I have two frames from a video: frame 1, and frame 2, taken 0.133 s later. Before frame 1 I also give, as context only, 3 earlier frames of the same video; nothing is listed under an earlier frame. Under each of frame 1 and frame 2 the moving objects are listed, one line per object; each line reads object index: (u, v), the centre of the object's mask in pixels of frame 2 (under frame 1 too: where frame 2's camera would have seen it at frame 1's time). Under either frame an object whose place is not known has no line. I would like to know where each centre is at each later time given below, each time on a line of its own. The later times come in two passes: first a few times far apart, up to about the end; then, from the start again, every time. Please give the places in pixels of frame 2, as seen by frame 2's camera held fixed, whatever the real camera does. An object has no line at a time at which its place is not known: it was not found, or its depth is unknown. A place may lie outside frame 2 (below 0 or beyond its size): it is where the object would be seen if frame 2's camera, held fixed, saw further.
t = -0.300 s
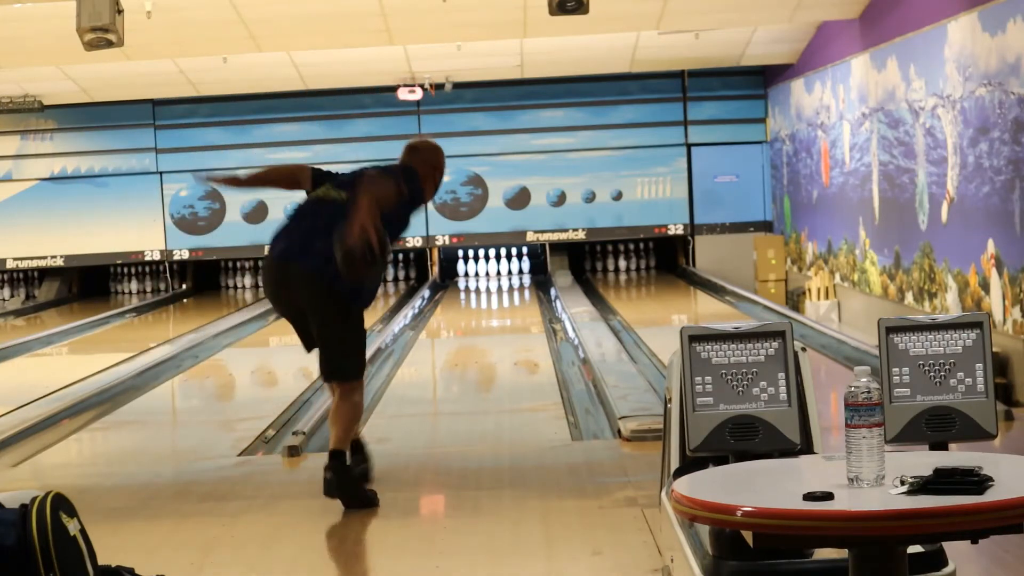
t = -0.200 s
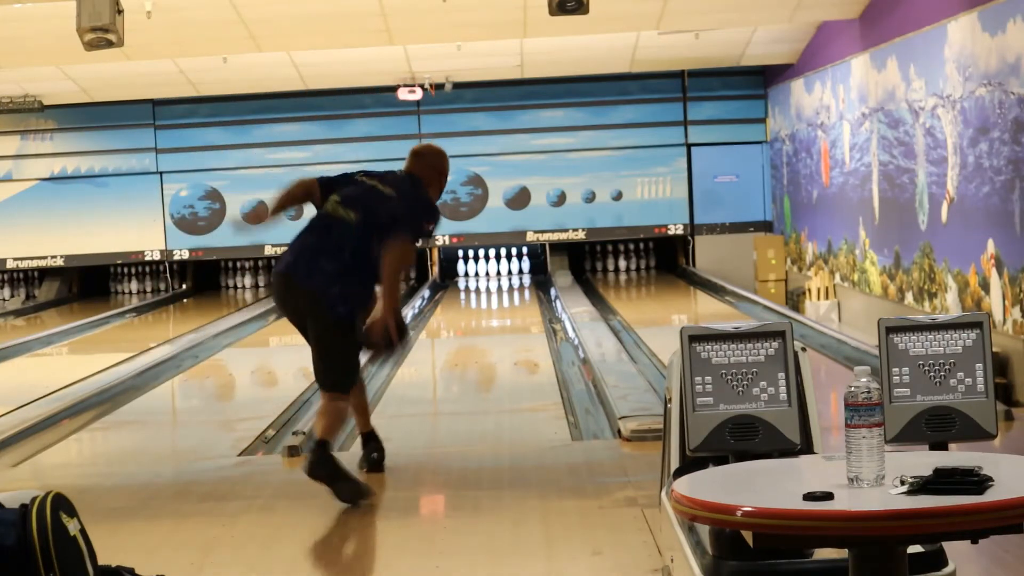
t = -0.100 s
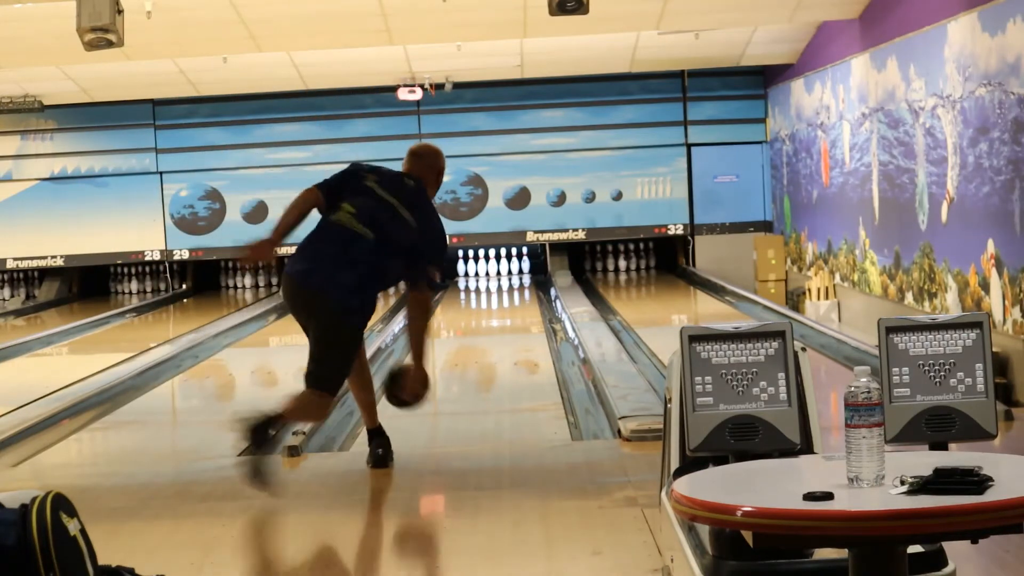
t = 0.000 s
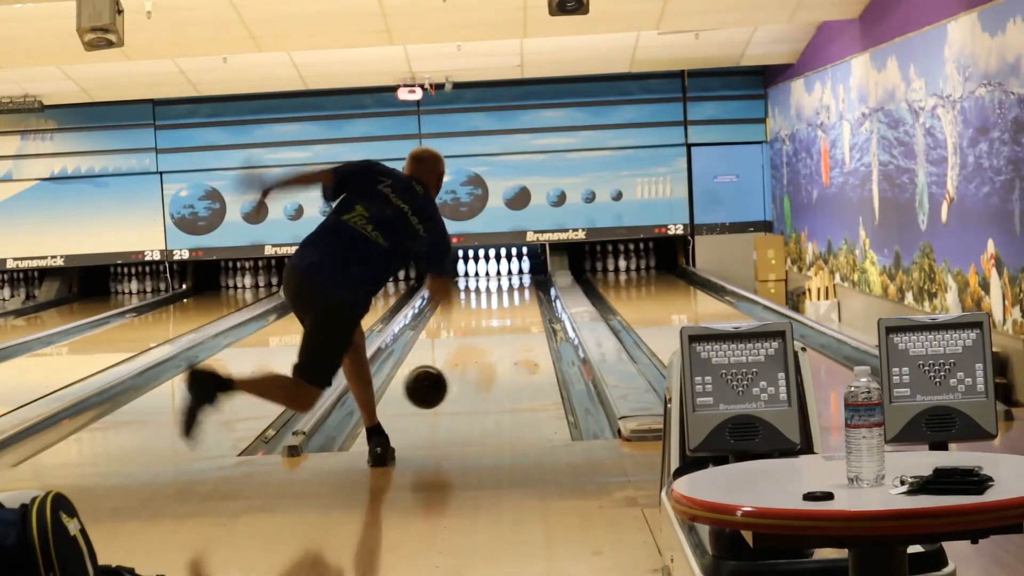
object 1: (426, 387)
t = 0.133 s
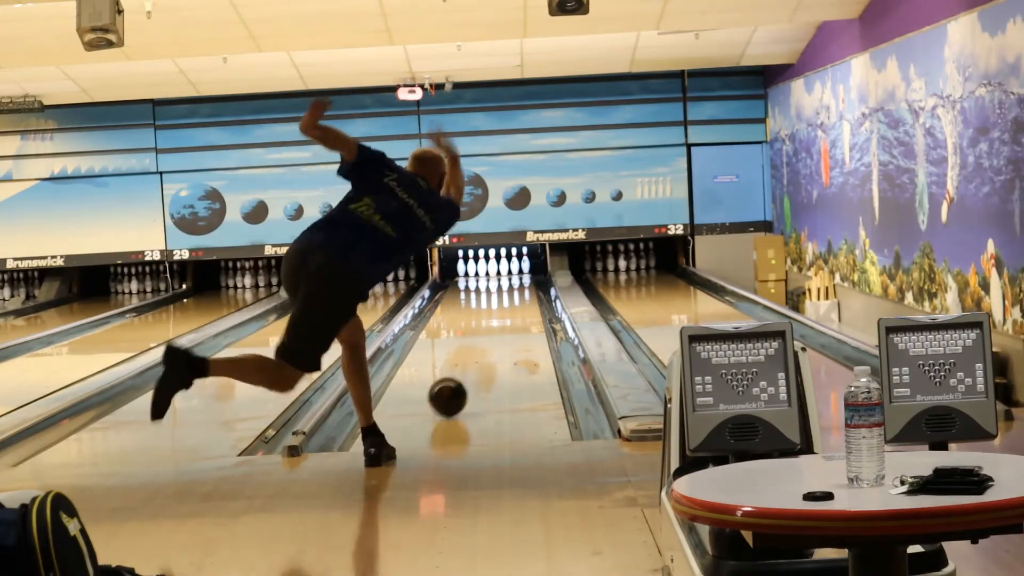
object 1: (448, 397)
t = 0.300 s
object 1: (467, 373)
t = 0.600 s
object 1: (491, 341)
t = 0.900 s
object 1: (507, 319)
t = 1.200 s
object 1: (517, 303)
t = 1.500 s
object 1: (521, 291)
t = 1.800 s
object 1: (519, 281)
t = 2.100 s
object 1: (507, 273)
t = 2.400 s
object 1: (498, 269)
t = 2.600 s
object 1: (493, 268)
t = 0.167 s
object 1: (452, 391)
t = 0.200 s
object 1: (456, 387)
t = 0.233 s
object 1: (460, 382)
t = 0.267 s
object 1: (463, 378)
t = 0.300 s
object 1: (467, 373)
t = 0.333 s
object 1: (470, 369)
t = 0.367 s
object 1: (473, 365)
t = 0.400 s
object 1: (476, 361)
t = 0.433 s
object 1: (479, 357)
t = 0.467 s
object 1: (482, 353)
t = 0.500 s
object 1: (484, 350)
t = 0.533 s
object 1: (487, 347)
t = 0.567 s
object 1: (489, 344)
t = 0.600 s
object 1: (491, 341)
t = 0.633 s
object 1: (493, 338)
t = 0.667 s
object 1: (495, 335)
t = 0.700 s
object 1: (497, 333)
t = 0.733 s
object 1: (499, 330)
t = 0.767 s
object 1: (501, 328)
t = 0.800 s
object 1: (503, 325)
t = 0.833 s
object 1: (504, 323)
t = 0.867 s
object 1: (506, 321)
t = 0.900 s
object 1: (507, 319)
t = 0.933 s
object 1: (509, 317)
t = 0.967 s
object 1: (510, 315)
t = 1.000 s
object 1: (511, 313)
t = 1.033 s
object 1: (512, 311)
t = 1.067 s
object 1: (513, 309)
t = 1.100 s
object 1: (514, 308)
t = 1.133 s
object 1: (515, 306)
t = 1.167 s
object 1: (516, 305)
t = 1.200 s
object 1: (517, 303)
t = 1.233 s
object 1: (518, 301)
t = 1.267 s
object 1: (519, 299)
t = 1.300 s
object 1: (519, 298)
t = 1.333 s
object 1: (520, 297)
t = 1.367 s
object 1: (520, 295)
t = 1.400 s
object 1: (521, 294)
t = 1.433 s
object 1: (521, 293)
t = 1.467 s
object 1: (521, 292)
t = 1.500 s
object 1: (521, 291)
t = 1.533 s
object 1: (521, 289)
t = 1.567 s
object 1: (521, 288)
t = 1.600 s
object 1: (521, 287)
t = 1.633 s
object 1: (521, 286)
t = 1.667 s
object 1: (520, 285)
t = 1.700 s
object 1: (520, 284)
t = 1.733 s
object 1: (520, 283)
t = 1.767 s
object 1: (520, 281)
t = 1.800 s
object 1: (519, 281)
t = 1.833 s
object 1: (518, 280)
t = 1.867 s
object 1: (517, 279)
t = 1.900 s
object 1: (516, 277)
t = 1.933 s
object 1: (515, 277)
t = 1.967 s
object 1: (515, 276)
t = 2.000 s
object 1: (513, 275)
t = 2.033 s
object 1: (511, 274)
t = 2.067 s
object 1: (509, 273)
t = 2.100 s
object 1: (507, 273)
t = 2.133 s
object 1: (506, 273)
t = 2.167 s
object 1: (504, 272)
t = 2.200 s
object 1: (503, 271)
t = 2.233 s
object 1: (502, 271)
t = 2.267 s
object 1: (500, 270)
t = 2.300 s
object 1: (499, 270)
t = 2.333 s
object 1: (499, 270)
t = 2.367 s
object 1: (498, 269)
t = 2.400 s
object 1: (498, 269)
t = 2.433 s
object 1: (497, 269)
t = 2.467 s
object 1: (497, 268)
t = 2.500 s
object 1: (496, 269)
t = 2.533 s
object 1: (495, 269)
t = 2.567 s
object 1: (494, 268)
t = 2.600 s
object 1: (493, 268)
